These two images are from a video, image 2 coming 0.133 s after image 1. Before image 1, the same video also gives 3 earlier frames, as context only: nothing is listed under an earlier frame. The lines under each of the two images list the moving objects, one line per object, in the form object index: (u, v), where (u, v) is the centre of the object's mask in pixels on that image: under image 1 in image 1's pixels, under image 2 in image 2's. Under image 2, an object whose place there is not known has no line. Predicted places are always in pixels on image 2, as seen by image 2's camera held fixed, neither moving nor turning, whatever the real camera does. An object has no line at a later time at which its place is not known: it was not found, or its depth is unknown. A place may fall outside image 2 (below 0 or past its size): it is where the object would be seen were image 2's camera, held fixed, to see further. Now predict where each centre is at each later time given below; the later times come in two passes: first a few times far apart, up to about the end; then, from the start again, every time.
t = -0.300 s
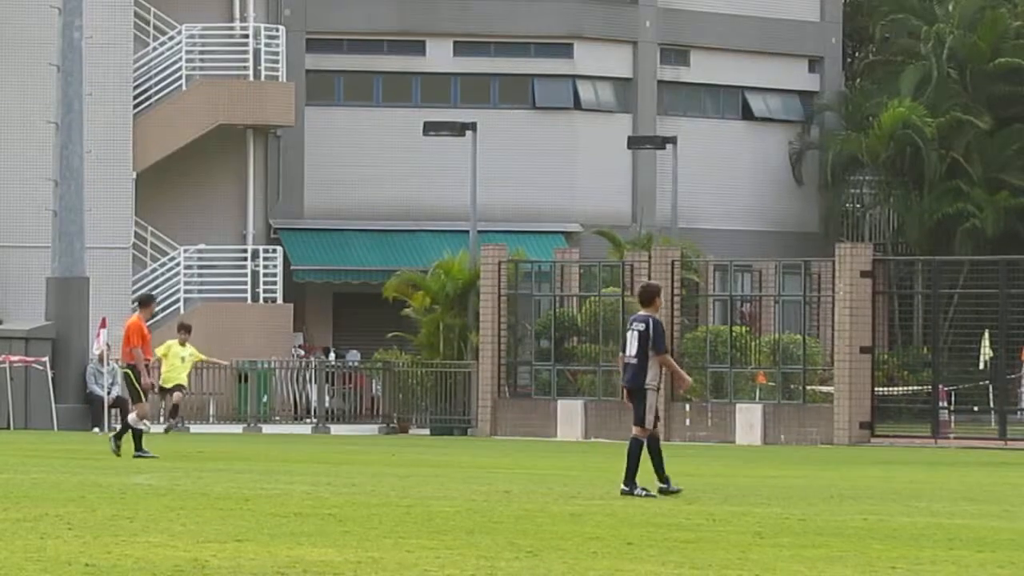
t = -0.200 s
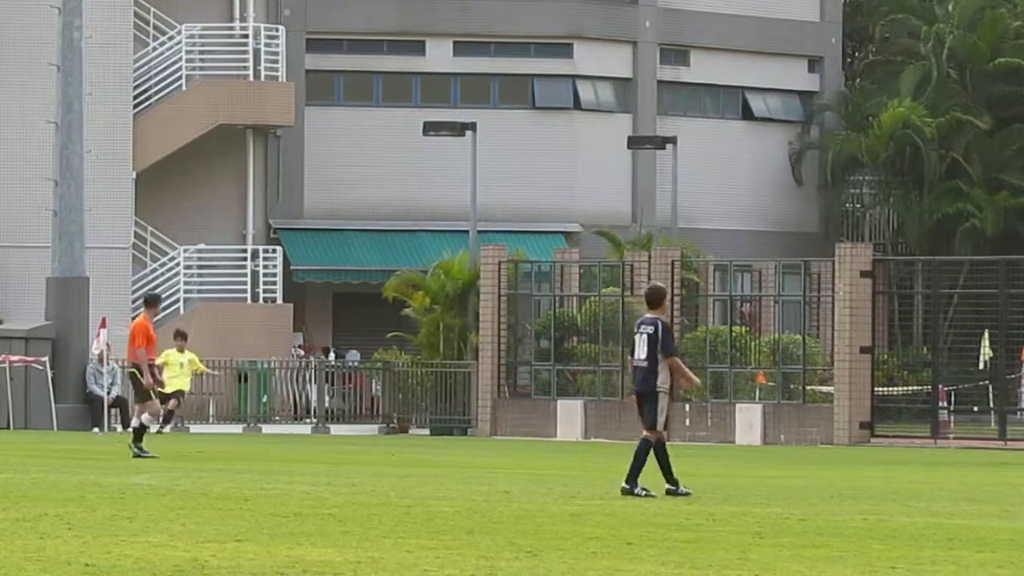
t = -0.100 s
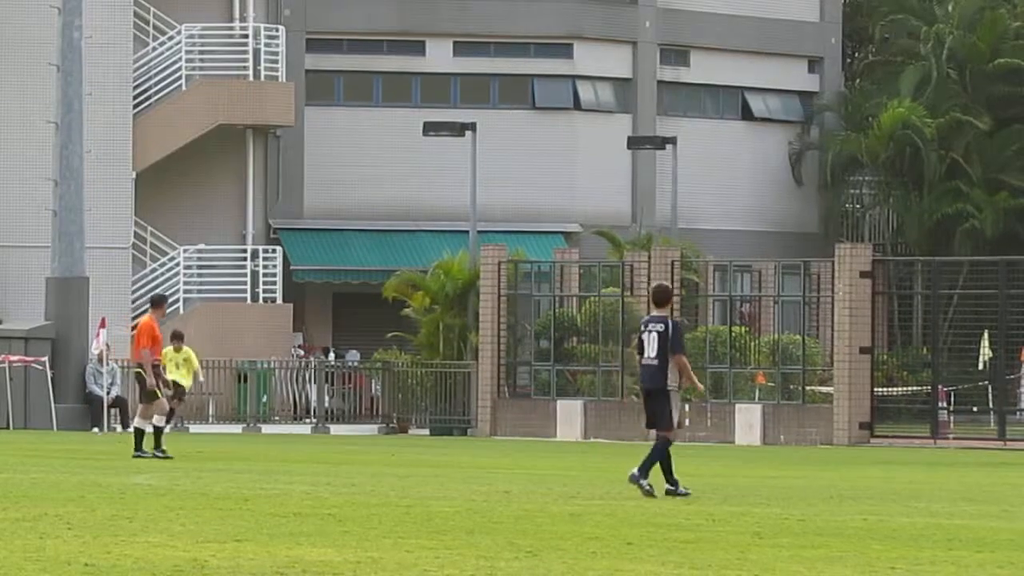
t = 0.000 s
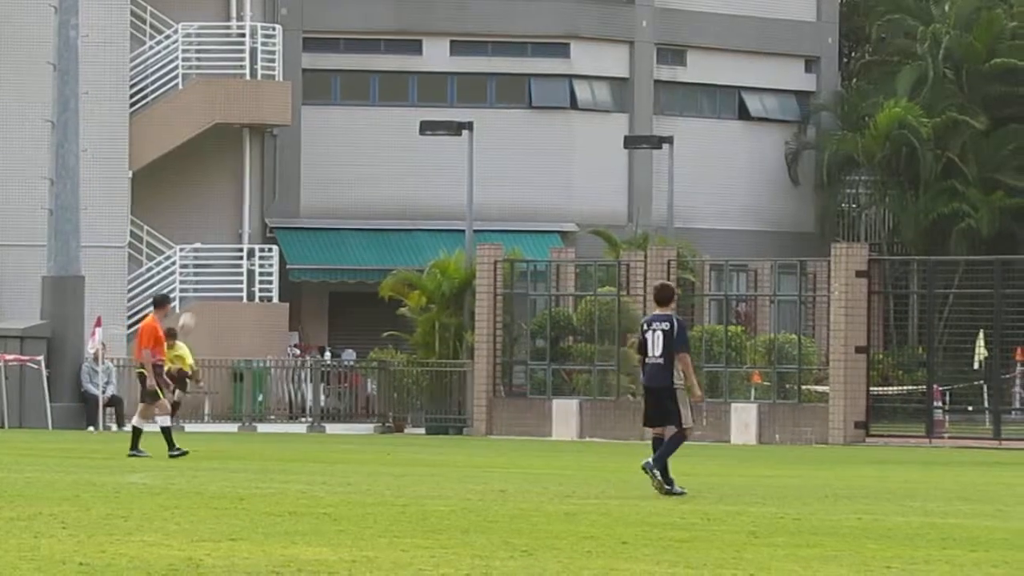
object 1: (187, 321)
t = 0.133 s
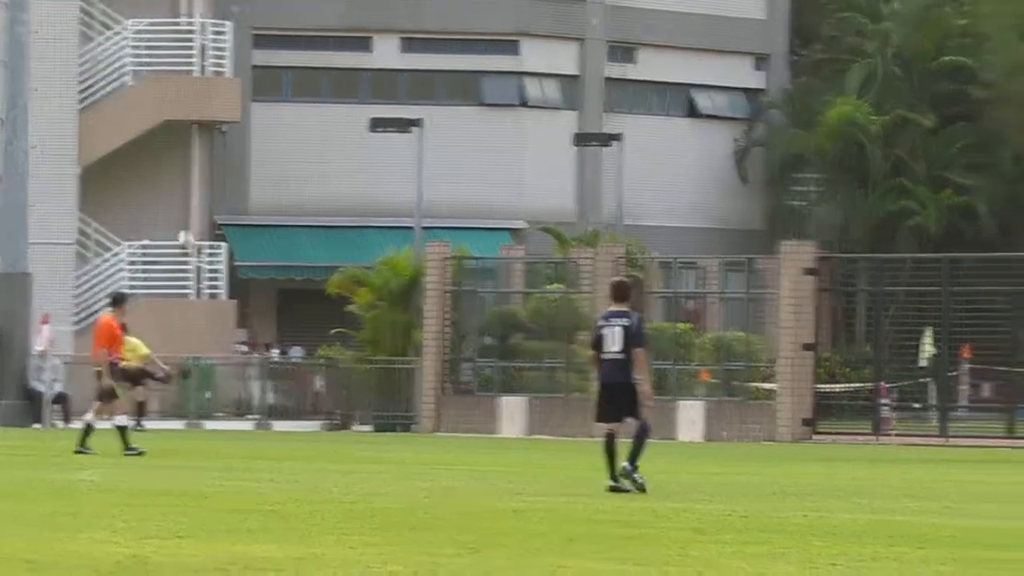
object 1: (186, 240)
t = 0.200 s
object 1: (214, 204)
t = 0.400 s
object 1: (311, 111)
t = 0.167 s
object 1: (200, 222)
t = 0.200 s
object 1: (214, 204)
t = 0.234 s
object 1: (230, 186)
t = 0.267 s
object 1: (245, 169)
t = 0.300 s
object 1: (261, 155)
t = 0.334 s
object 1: (277, 140)
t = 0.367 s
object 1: (294, 126)
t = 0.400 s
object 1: (311, 111)
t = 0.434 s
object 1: (329, 97)
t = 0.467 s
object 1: (347, 85)
